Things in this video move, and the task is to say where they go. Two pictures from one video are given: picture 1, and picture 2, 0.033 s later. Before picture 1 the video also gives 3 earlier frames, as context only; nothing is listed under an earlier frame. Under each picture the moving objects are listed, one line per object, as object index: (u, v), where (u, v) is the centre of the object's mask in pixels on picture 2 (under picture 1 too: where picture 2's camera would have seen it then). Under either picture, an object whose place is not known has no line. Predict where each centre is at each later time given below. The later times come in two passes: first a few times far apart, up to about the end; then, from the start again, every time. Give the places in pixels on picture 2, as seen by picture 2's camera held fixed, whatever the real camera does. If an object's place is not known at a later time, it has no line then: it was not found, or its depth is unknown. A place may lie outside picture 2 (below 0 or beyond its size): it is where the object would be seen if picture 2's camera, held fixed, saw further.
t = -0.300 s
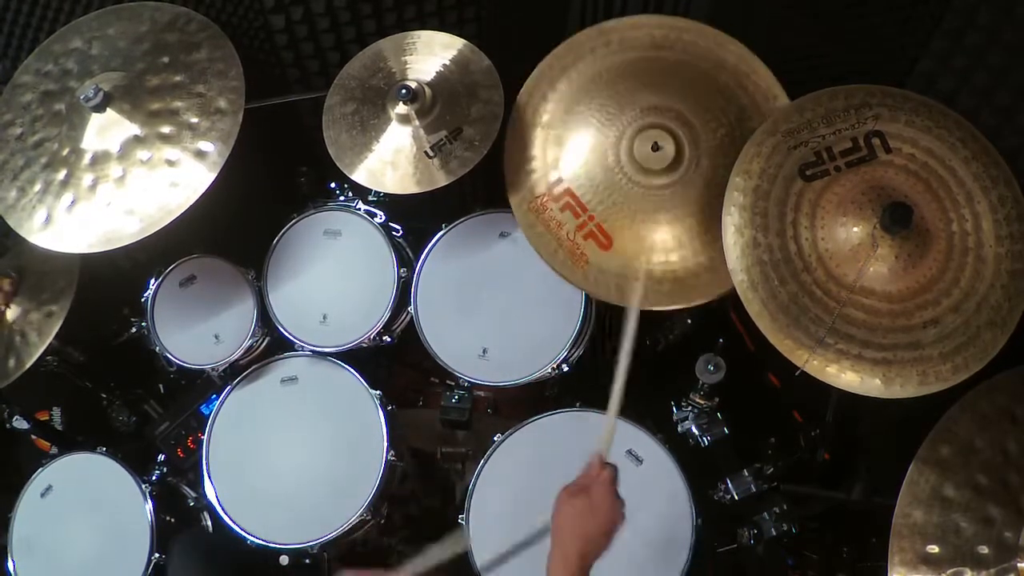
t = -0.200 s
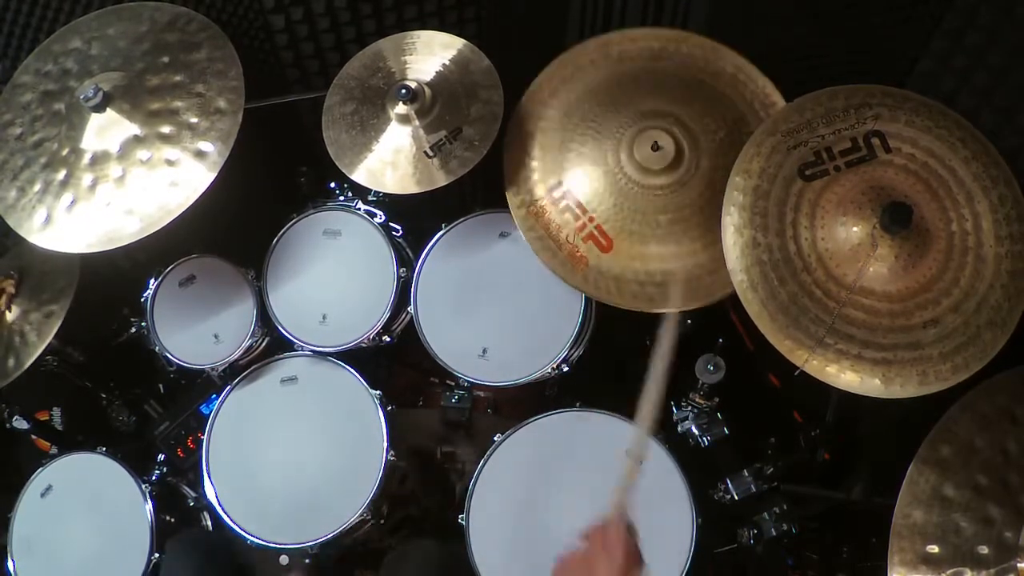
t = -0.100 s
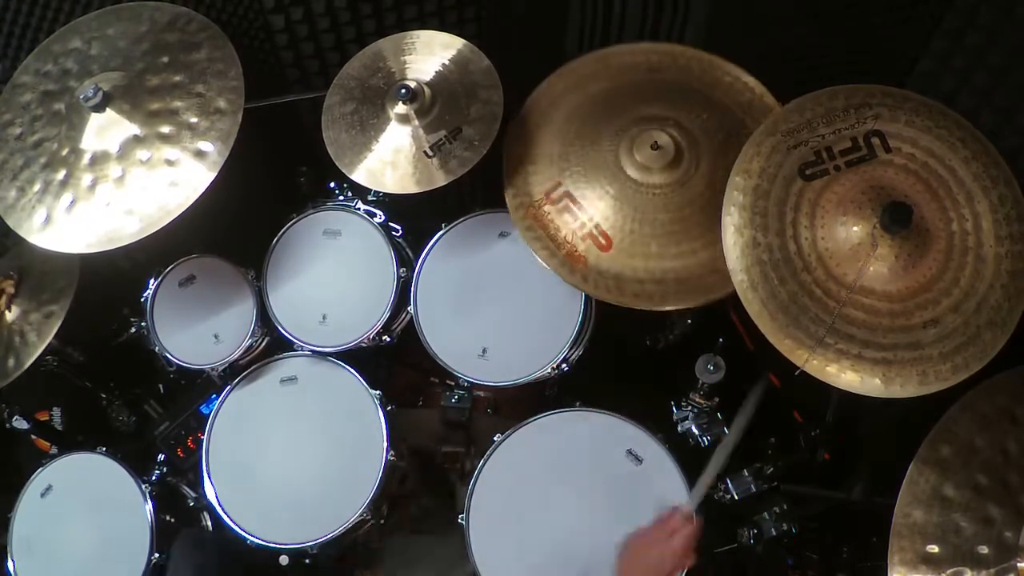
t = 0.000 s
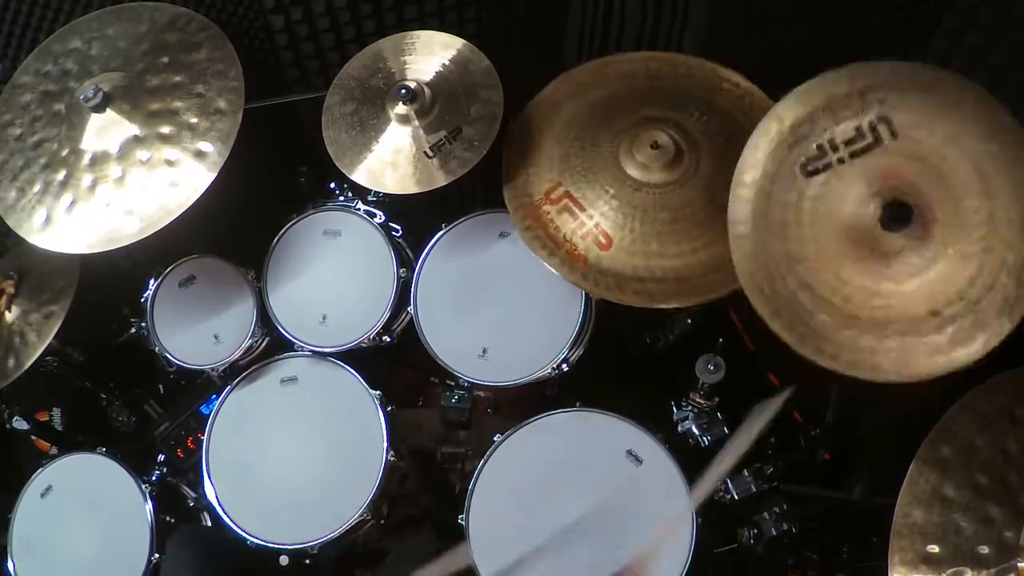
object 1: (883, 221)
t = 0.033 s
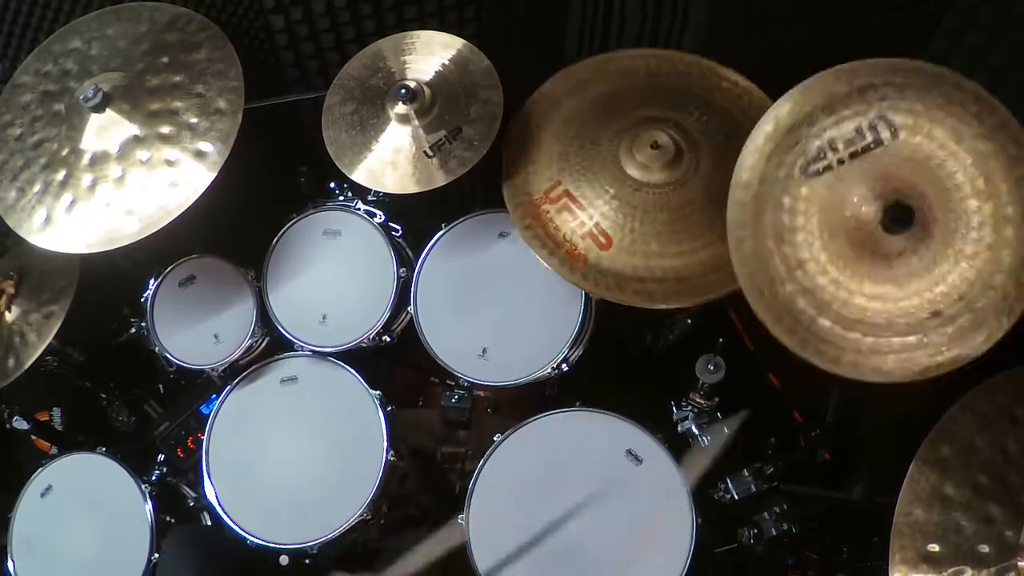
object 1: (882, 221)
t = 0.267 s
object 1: (869, 245)
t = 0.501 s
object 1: (884, 244)
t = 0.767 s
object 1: (872, 234)
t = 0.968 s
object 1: (873, 247)
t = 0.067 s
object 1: (880, 222)
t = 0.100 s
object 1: (877, 224)
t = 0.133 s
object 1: (873, 226)
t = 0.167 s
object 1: (868, 229)
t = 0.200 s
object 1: (865, 234)
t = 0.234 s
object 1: (866, 240)
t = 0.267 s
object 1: (869, 245)
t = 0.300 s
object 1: (872, 248)
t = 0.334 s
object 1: (875, 251)
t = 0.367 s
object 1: (876, 251)
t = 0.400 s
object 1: (879, 251)
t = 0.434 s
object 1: (881, 249)
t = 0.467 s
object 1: (883, 247)
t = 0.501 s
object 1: (884, 244)
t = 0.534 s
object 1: (884, 241)
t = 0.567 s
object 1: (883, 237)
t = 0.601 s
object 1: (882, 234)
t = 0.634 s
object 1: (880, 232)
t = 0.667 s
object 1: (878, 231)
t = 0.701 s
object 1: (876, 231)
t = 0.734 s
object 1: (874, 232)
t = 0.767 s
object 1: (872, 234)
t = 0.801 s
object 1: (870, 236)
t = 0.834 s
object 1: (868, 239)
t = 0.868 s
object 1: (868, 241)
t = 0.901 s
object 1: (869, 243)
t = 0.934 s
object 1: (871, 245)
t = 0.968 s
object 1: (873, 247)
